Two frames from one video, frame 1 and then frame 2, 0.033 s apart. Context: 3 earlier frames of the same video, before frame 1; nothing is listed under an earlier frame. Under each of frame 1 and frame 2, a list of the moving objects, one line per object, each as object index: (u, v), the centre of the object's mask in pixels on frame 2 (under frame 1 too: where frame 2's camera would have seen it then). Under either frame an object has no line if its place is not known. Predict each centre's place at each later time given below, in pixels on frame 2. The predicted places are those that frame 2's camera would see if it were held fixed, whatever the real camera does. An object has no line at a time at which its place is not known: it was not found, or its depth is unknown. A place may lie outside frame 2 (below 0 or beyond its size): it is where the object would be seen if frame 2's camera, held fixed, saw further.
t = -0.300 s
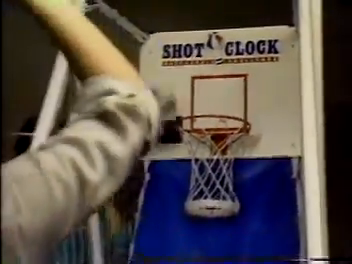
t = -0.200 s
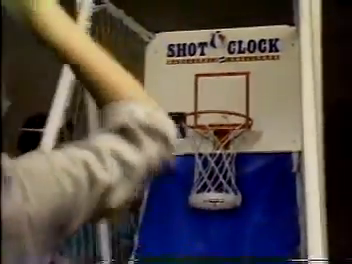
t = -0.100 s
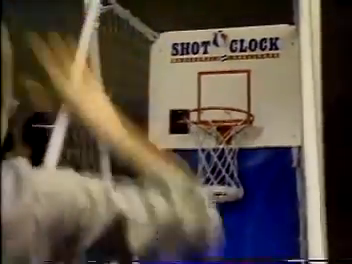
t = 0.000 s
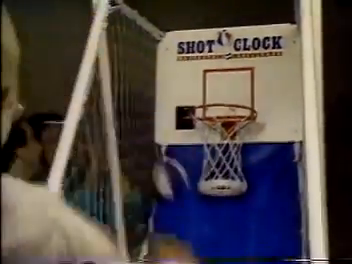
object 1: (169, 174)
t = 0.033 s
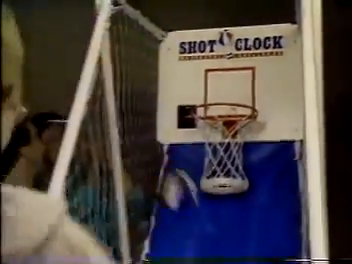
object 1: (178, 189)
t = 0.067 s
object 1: (186, 205)
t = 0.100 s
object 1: (190, 218)
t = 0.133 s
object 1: (194, 230)
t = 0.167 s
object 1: (202, 240)
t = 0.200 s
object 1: (208, 247)
